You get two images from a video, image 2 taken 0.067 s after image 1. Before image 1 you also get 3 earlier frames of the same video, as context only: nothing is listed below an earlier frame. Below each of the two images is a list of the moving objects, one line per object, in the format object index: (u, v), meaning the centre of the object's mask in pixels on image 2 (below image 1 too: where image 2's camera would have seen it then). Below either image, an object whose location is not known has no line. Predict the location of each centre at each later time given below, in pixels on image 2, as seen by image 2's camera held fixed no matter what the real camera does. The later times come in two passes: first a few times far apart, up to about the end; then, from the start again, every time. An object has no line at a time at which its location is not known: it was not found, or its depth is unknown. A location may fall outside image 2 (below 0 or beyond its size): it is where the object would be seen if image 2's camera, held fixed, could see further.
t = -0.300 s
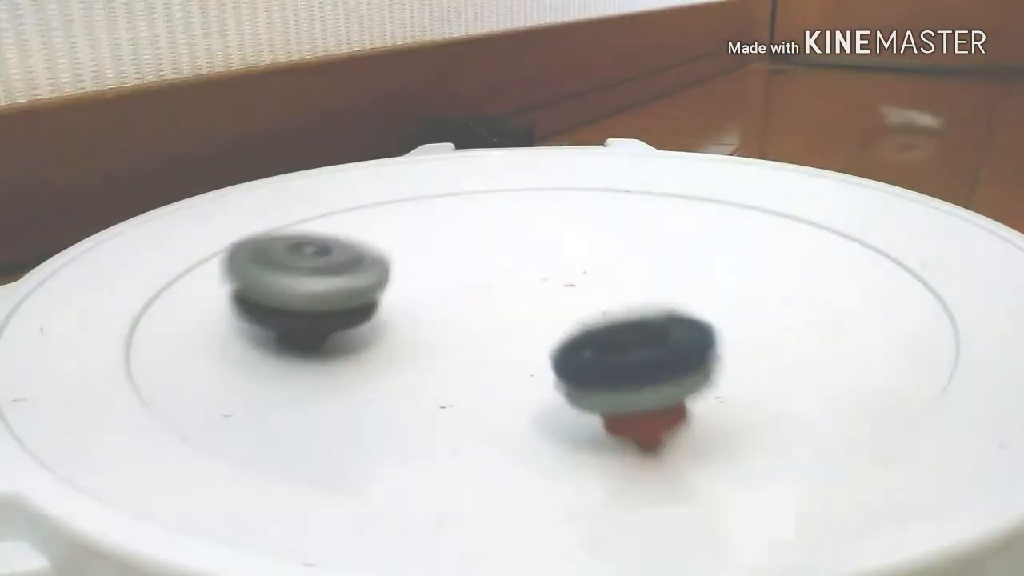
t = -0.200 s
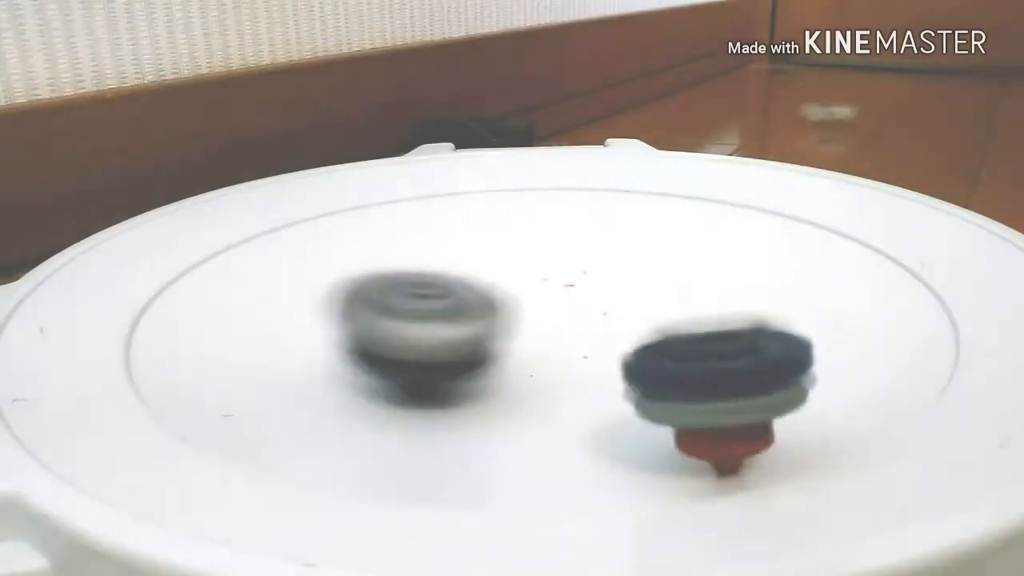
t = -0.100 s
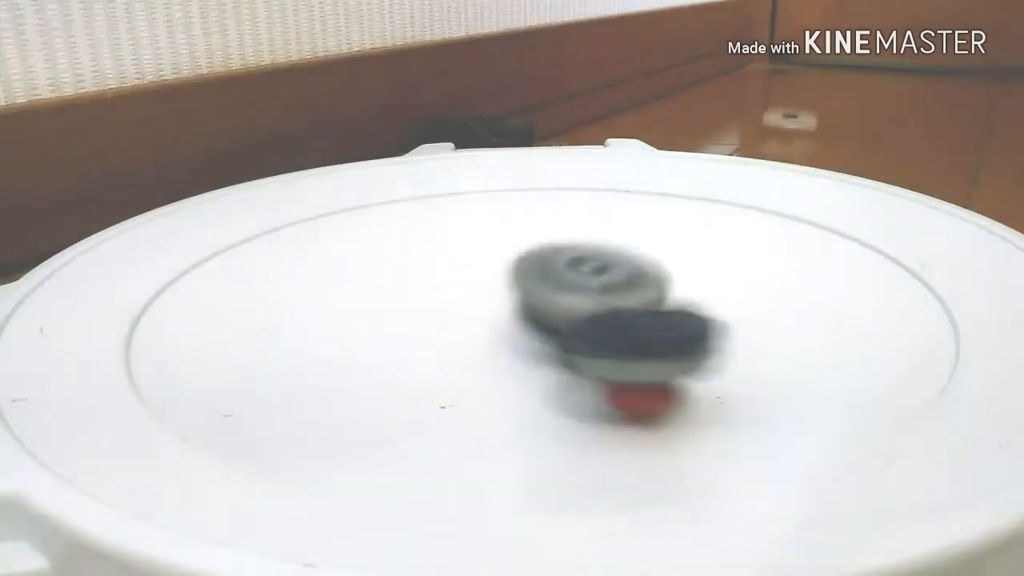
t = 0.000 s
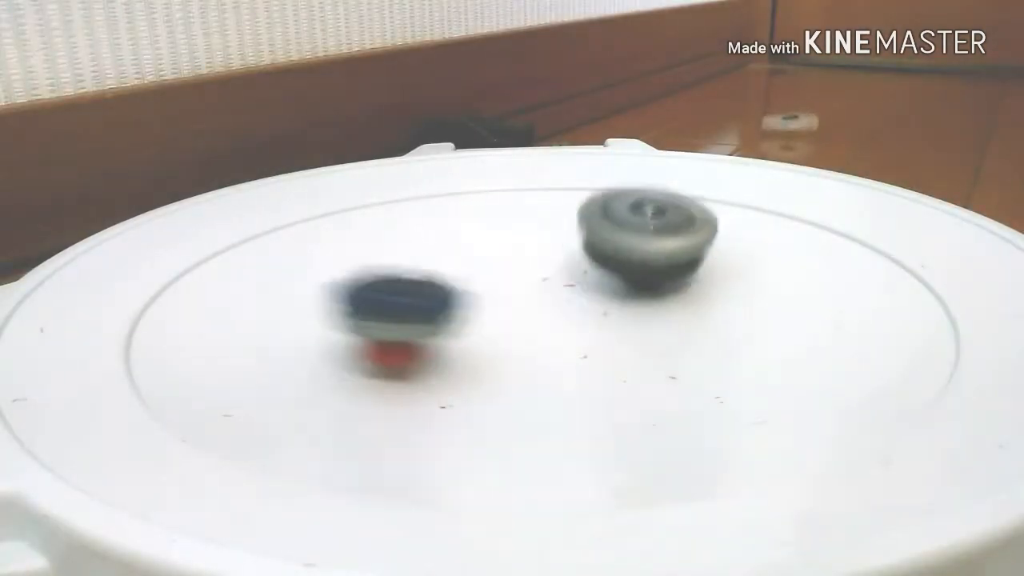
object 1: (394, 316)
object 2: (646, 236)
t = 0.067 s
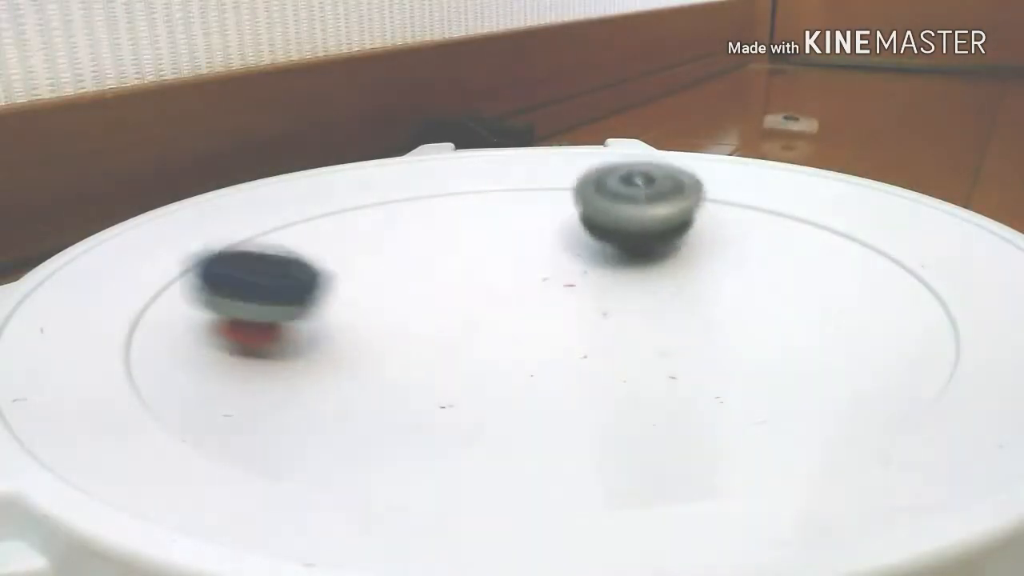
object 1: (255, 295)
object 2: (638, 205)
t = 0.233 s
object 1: (282, 303)
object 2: (496, 242)
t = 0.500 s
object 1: (534, 258)
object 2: (735, 304)
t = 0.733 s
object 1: (537, 227)
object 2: (494, 299)
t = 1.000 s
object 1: (696, 318)
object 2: (444, 322)
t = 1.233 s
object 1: (522, 303)
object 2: (549, 223)
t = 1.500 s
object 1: (393, 300)
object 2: (567, 301)
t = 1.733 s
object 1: (565, 237)
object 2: (637, 292)
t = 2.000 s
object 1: (512, 255)
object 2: (440, 334)
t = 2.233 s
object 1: (688, 277)
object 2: (445, 315)
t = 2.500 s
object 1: (589, 308)
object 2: (410, 249)
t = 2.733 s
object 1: (675, 342)
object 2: (451, 220)
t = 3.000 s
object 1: (353, 347)
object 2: (527, 259)
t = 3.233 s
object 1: (381, 277)
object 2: (536, 277)
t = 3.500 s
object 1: (542, 233)
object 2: (520, 312)
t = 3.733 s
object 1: (645, 254)
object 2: (498, 286)
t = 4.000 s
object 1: (718, 288)
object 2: (515, 301)
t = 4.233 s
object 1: (632, 329)
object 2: (498, 305)
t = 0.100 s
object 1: (208, 289)
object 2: (619, 193)
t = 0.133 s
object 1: (195, 290)
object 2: (584, 191)
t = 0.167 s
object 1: (211, 293)
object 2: (546, 200)
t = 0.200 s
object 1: (241, 299)
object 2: (517, 219)
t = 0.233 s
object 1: (282, 303)
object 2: (496, 242)
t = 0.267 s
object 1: (346, 304)
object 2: (483, 266)
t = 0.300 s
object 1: (366, 300)
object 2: (511, 276)
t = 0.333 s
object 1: (374, 298)
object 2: (549, 288)
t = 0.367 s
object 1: (396, 296)
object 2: (586, 298)
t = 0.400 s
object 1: (429, 292)
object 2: (623, 305)
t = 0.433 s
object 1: (469, 285)
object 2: (660, 309)
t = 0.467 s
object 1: (505, 273)
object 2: (698, 309)
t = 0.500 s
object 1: (534, 258)
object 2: (735, 304)
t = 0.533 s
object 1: (552, 242)
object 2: (750, 295)
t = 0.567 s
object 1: (559, 225)
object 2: (732, 287)
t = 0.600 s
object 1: (556, 218)
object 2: (691, 285)
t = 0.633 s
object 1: (550, 218)
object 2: (638, 286)
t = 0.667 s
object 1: (544, 217)
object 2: (586, 289)
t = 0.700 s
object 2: (538, 295)
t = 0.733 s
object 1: (537, 227)
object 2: (494, 299)
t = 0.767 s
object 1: (539, 247)
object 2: (451, 303)
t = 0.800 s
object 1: (545, 266)
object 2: (412, 306)
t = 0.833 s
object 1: (561, 285)
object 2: (379, 309)
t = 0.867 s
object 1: (588, 301)
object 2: (351, 313)
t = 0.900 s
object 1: (625, 313)
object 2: (343, 321)
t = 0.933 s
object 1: (664, 318)
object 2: (363, 327)
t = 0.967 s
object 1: (689, 319)
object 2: (402, 327)
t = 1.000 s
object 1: (696, 318)
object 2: (444, 322)
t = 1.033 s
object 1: (691, 316)
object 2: (481, 310)
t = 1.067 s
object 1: (682, 314)
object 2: (510, 296)
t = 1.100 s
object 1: (669, 312)
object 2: (530, 281)
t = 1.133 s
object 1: (649, 311)
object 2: (540, 265)
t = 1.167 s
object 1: (618, 310)
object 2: (546, 248)
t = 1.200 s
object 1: (570, 305)
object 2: (549, 230)
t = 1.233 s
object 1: (522, 303)
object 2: (549, 223)
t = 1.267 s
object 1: (472, 301)
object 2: (537, 221)
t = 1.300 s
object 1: (429, 298)
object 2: (519, 222)
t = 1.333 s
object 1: (395, 298)
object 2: (504, 231)
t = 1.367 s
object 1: (373, 299)
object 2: (496, 245)
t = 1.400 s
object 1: (366, 299)
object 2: (502, 261)
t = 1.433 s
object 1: (370, 299)
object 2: (517, 276)
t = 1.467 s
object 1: (380, 300)
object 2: (539, 290)
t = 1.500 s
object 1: (393, 300)
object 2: (567, 301)
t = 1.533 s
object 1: (411, 299)
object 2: (600, 310)
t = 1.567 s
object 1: (439, 297)
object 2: (636, 315)
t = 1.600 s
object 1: (473, 293)
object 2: (676, 315)
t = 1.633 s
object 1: (509, 284)
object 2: (702, 308)
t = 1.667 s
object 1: (540, 273)
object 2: (701, 299)
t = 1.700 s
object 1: (560, 261)
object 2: (676, 292)
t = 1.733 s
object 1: (565, 237)
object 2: (637, 292)
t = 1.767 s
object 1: (565, 222)
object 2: (595, 297)
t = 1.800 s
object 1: (553, 216)
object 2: (555, 303)
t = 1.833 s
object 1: (541, 217)
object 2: (516, 310)
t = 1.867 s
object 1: (531, 221)
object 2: (481, 315)
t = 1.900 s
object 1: (523, 227)
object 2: (449, 322)
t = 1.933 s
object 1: (516, 236)
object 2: (433, 328)
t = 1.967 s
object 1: (512, 246)
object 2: (430, 332)
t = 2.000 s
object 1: (512, 255)
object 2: (440, 334)
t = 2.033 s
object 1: (523, 265)
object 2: (461, 329)
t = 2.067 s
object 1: (552, 274)
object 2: (466, 332)
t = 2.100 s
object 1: (578, 286)
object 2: (474, 332)
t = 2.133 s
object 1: (603, 290)
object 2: (478, 329)
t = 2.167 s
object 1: (646, 286)
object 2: (461, 326)
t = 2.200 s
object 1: (675, 281)
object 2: (450, 321)
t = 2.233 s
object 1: (688, 277)
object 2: (445, 315)
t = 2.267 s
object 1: (690, 276)
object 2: (440, 307)
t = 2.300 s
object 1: (688, 276)
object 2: (435, 297)
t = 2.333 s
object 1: (683, 276)
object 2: (434, 288)
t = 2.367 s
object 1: (672, 276)
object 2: (433, 280)
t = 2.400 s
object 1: (653, 277)
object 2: (433, 272)
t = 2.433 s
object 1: (622, 282)
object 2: (432, 266)
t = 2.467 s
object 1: (580, 287)
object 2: (435, 265)
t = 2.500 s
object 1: (589, 308)
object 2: (410, 249)
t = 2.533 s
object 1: (622, 330)
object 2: (383, 230)
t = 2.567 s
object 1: (654, 344)
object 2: (379, 220)
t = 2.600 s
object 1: (683, 350)
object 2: (383, 213)
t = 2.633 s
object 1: (694, 351)
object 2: (396, 209)
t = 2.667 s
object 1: (693, 348)
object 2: (418, 209)
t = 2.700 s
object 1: (684, 345)
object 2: (442, 215)
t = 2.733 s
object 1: (675, 342)
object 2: (451, 220)
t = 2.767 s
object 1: (620, 331)
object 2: (477, 240)
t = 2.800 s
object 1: (594, 326)
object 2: (484, 247)
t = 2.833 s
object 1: (537, 318)
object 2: (492, 252)
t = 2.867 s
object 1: (478, 336)
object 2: (512, 244)
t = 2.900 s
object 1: (424, 347)
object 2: (524, 238)
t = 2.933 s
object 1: (384, 351)
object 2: (523, 242)
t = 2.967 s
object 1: (360, 351)
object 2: (525, 250)
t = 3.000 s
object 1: (353, 347)
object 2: (527, 259)
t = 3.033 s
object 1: (361, 341)
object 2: (523, 269)
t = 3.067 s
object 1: (374, 332)
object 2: (517, 276)
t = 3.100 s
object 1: (390, 318)
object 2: (508, 283)
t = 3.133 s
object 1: (386, 306)
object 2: (513, 282)
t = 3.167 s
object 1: (374, 293)
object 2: (521, 279)
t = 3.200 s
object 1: (372, 284)
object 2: (531, 278)
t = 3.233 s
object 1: (381, 277)
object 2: (536, 277)
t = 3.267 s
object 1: (397, 270)
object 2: (542, 278)
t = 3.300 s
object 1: (416, 264)
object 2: (550, 280)
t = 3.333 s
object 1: (431, 254)
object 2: (559, 288)
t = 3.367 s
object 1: (444, 242)
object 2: (567, 301)
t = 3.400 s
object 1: (461, 236)
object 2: (567, 310)
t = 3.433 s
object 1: (481, 232)
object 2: (553, 311)
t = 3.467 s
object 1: (503, 229)
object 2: (539, 313)
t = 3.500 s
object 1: (542, 233)
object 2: (520, 312)
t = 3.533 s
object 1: (554, 236)
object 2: (516, 311)
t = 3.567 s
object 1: (568, 237)
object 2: (512, 305)
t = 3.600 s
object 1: (581, 241)
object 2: (508, 301)
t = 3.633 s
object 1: (594, 246)
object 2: (507, 297)
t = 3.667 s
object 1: (608, 249)
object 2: (506, 292)
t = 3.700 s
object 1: (629, 251)
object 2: (500, 289)
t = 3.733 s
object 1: (645, 254)
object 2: (498, 286)
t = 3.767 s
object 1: (660, 257)
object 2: (497, 284)
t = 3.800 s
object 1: (674, 262)
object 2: (499, 284)
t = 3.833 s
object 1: (688, 266)
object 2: (502, 287)
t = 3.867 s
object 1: (698, 270)
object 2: (506, 289)
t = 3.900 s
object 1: (708, 275)
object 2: (511, 291)
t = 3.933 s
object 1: (714, 280)
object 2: (513, 294)
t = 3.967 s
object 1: (718, 284)
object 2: (515, 297)
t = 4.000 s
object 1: (718, 288)
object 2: (515, 301)
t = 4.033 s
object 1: (715, 294)
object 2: (513, 305)
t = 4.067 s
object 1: (709, 300)
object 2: (513, 305)
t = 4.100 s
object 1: (699, 306)
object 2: (512, 305)
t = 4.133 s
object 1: (687, 312)
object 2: (509, 304)
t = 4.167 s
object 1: (669, 319)
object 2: (505, 304)
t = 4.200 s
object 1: (650, 324)
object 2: (504, 304)
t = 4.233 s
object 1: (632, 329)
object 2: (498, 305)
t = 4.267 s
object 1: (609, 335)
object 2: (491, 301)
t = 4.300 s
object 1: (589, 339)
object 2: (487, 294)
